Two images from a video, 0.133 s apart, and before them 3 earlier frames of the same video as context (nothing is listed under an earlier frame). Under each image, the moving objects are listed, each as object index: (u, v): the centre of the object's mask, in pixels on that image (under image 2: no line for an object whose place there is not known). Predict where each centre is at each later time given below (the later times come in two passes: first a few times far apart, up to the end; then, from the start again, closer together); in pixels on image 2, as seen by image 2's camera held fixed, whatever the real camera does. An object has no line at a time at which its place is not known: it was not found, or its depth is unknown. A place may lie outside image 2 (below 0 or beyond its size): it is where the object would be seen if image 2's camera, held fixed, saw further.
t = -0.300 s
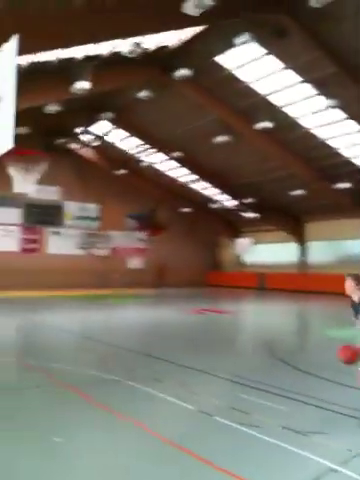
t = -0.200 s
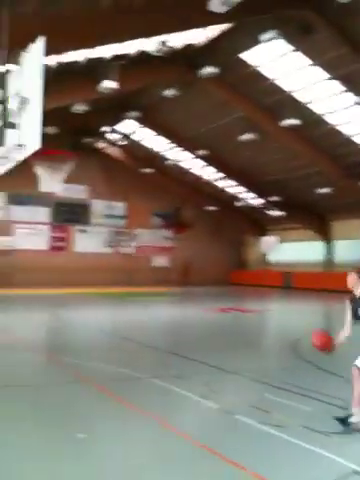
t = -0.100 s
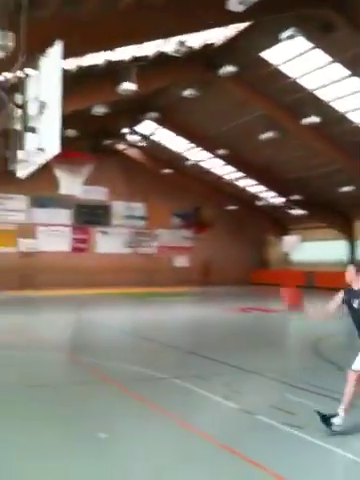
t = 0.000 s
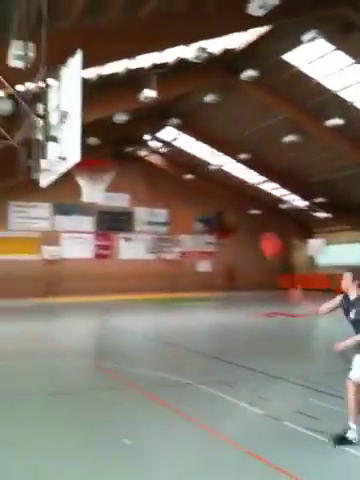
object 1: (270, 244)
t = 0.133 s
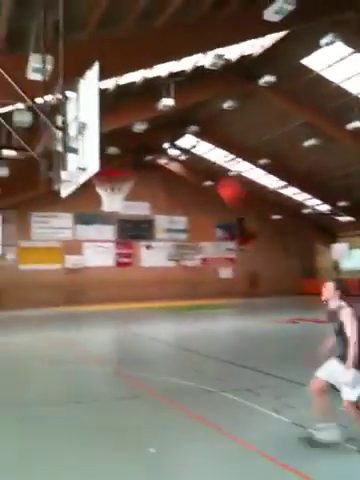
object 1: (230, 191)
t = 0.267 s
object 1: (161, 144)
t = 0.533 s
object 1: (151, 112)
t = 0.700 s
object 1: (204, 130)
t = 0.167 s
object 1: (213, 179)
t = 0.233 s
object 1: (178, 154)
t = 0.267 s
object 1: (161, 144)
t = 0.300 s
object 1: (149, 138)
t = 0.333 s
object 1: (131, 128)
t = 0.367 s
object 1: (114, 116)
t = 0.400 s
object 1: (108, 116)
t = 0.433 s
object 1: (115, 113)
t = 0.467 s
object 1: (128, 111)
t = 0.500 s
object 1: (140, 111)
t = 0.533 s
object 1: (151, 112)
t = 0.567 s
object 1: (164, 114)
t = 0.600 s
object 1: (173, 117)
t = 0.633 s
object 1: (183, 120)
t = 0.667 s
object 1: (194, 125)
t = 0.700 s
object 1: (204, 130)
